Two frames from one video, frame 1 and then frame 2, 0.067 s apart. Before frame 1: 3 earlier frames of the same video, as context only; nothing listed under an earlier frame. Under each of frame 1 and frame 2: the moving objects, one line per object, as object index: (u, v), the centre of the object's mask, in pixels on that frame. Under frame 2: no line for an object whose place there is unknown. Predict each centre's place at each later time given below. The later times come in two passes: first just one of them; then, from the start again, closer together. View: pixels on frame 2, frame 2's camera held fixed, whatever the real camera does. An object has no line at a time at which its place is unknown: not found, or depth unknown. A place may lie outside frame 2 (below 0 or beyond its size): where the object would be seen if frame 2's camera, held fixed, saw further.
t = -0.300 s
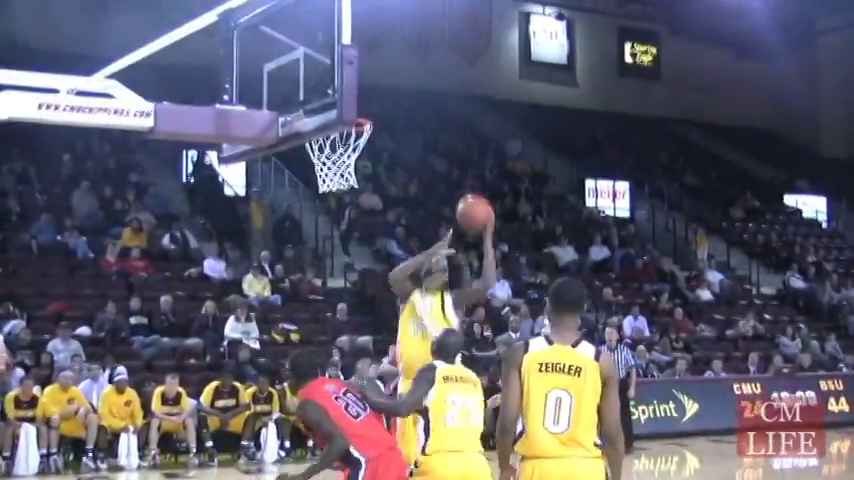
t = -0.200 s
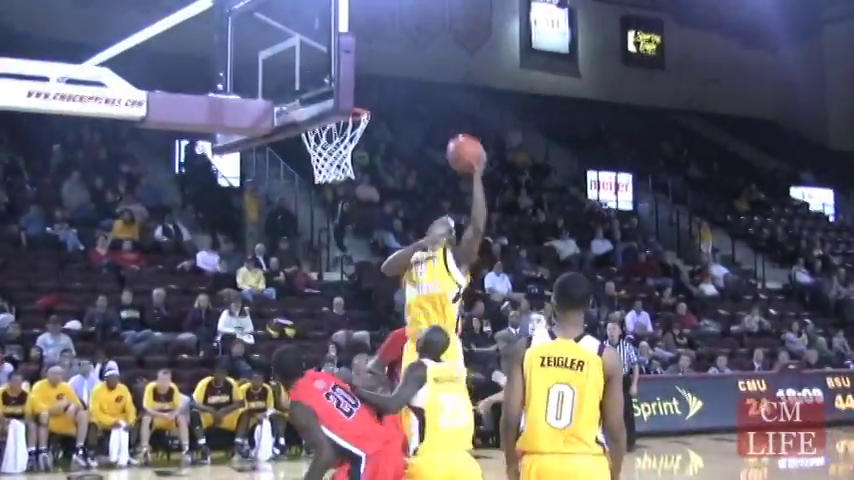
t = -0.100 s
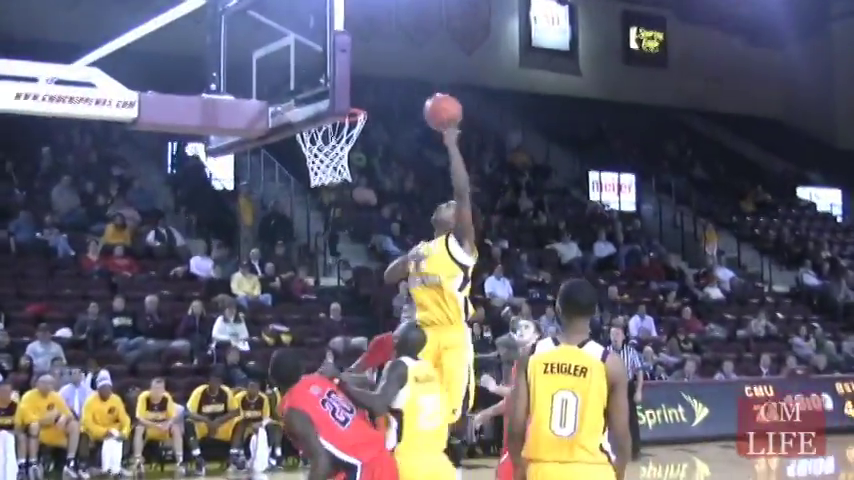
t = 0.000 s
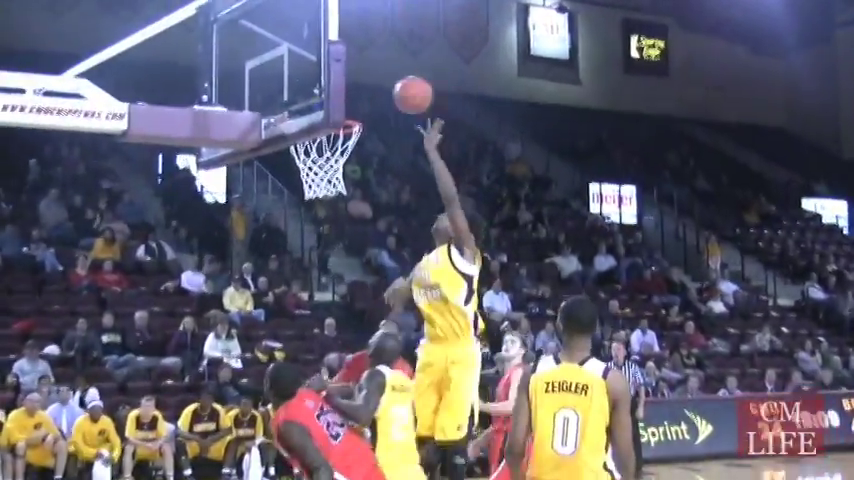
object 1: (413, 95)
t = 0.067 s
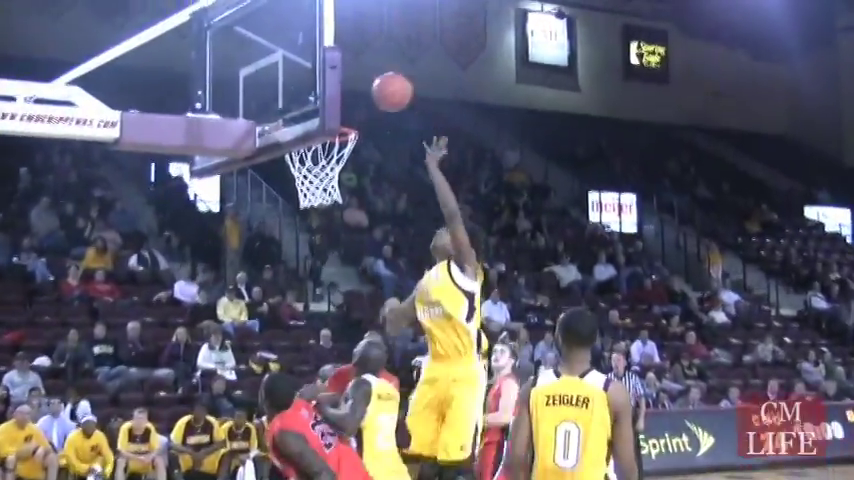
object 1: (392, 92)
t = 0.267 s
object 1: (358, 102)
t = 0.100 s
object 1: (389, 89)
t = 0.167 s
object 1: (373, 91)
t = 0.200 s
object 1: (367, 93)
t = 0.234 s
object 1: (363, 98)
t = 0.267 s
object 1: (358, 102)
